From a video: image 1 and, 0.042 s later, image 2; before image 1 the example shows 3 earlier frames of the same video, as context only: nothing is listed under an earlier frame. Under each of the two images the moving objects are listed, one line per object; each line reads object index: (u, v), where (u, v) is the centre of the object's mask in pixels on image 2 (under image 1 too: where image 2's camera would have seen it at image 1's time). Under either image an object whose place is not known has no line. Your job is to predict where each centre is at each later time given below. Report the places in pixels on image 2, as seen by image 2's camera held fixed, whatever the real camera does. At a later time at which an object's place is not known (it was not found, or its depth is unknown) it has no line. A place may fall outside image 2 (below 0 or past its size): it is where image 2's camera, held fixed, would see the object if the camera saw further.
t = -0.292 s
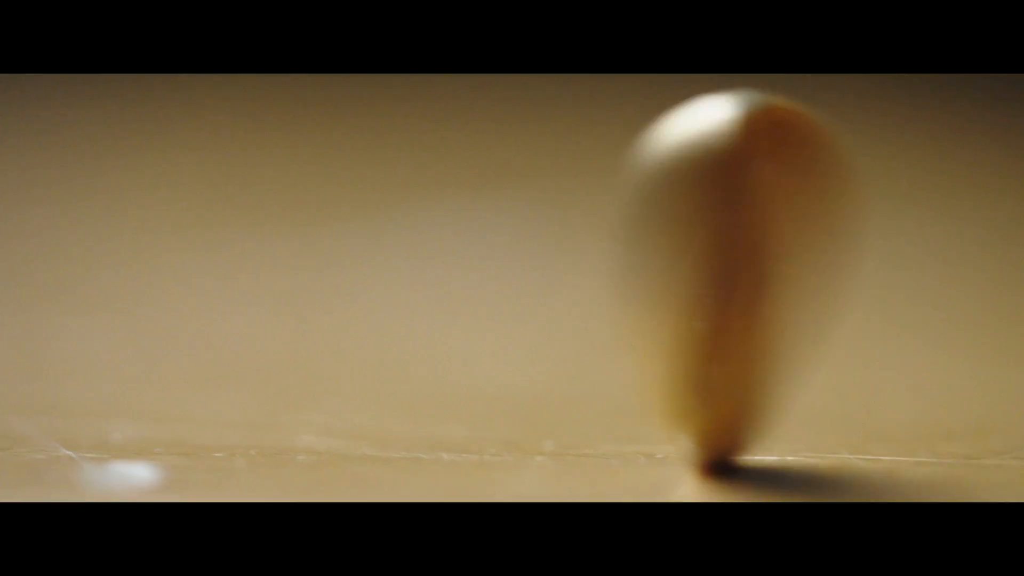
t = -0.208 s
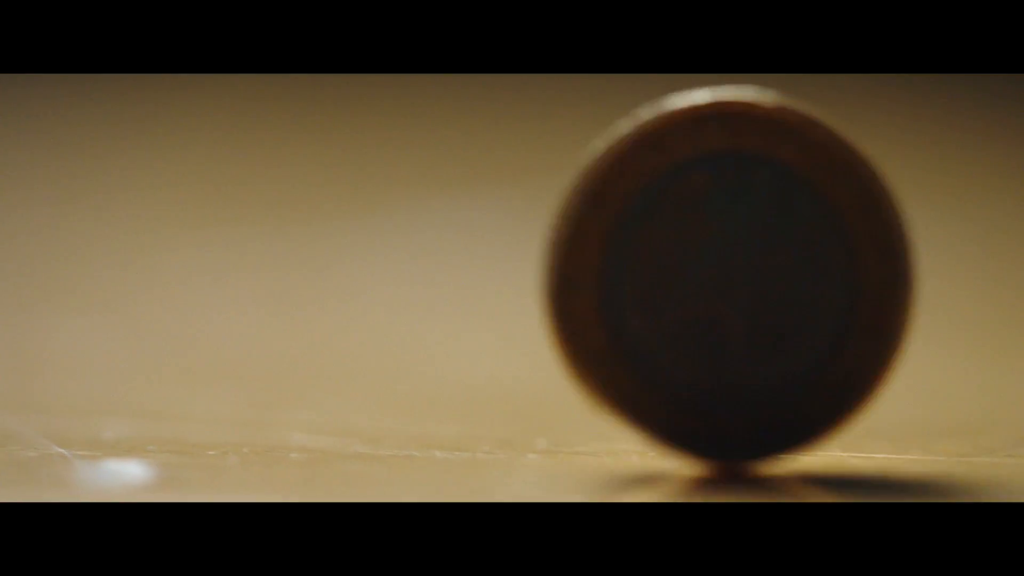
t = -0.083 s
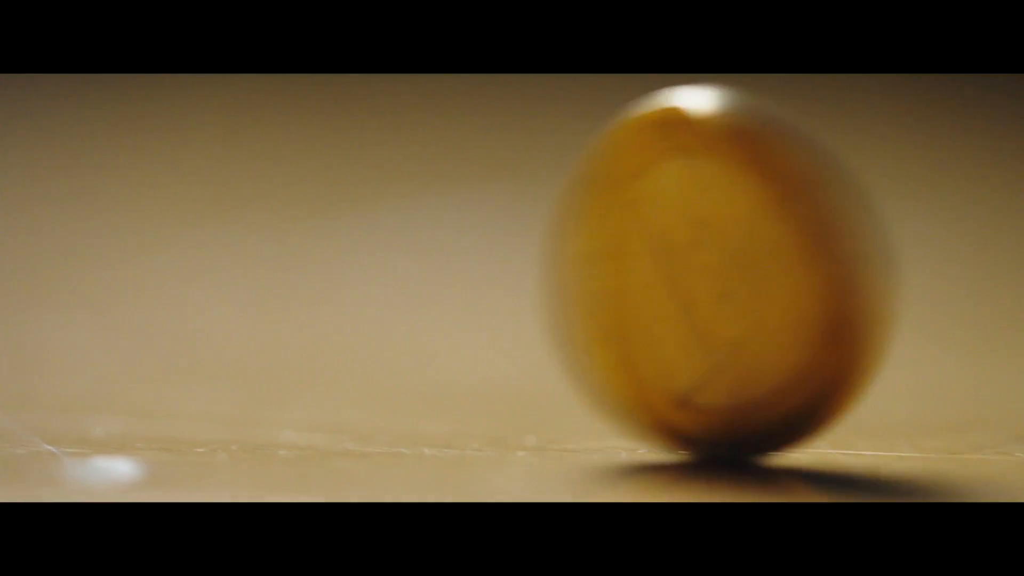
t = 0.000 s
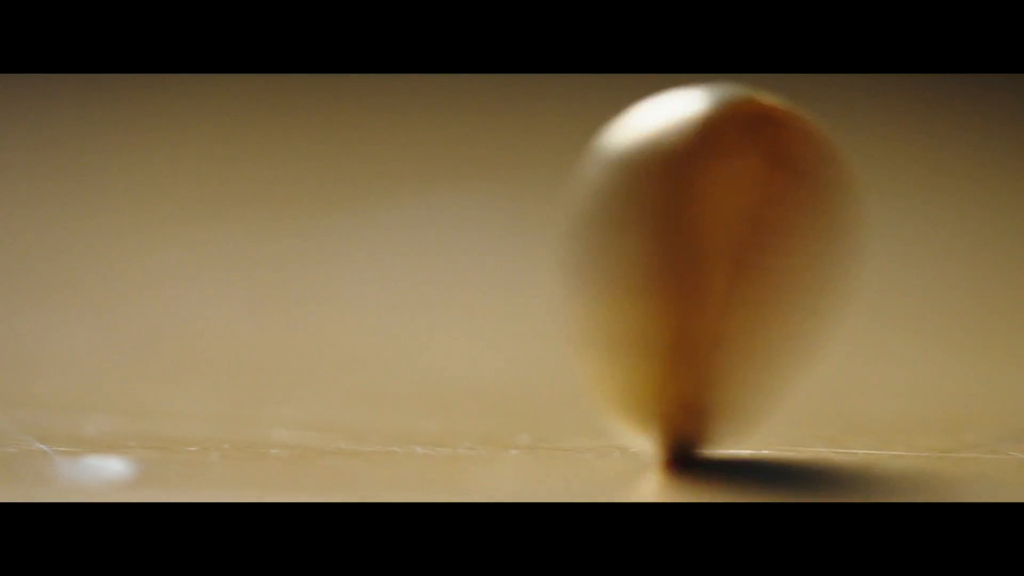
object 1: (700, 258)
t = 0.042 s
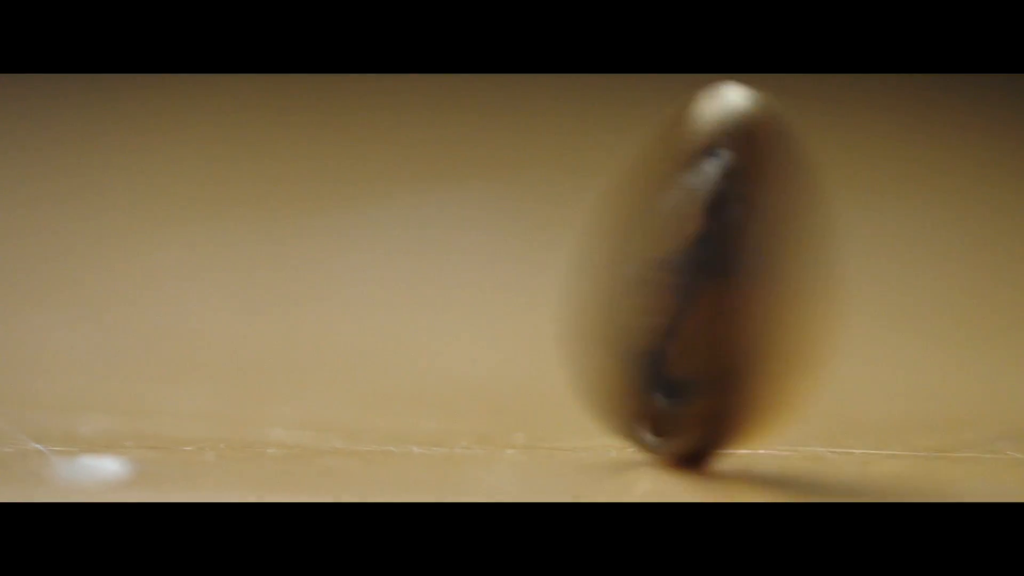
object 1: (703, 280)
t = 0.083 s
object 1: (704, 270)
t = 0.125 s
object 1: (703, 267)
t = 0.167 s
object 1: (700, 255)
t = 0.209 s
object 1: (695, 275)
